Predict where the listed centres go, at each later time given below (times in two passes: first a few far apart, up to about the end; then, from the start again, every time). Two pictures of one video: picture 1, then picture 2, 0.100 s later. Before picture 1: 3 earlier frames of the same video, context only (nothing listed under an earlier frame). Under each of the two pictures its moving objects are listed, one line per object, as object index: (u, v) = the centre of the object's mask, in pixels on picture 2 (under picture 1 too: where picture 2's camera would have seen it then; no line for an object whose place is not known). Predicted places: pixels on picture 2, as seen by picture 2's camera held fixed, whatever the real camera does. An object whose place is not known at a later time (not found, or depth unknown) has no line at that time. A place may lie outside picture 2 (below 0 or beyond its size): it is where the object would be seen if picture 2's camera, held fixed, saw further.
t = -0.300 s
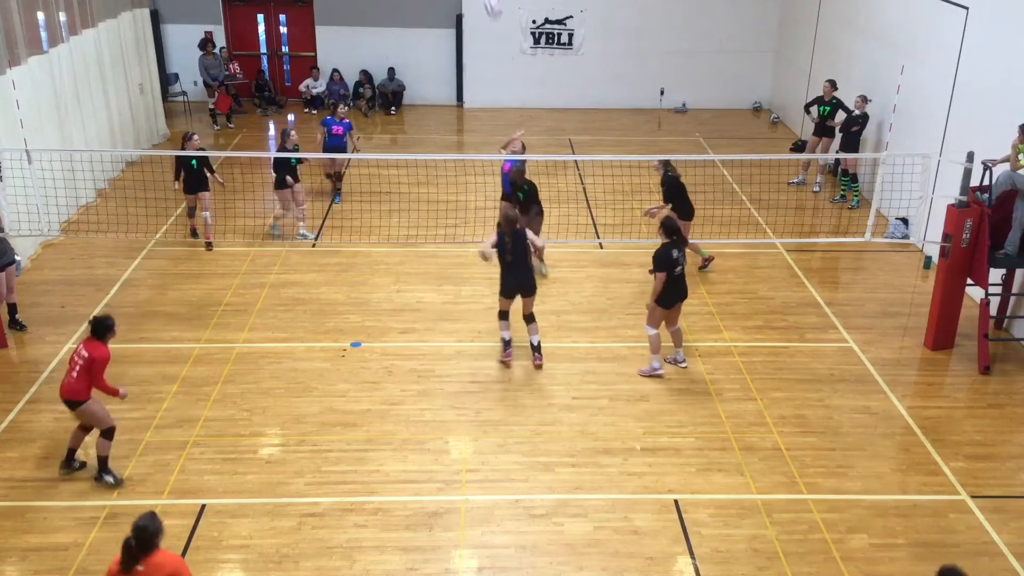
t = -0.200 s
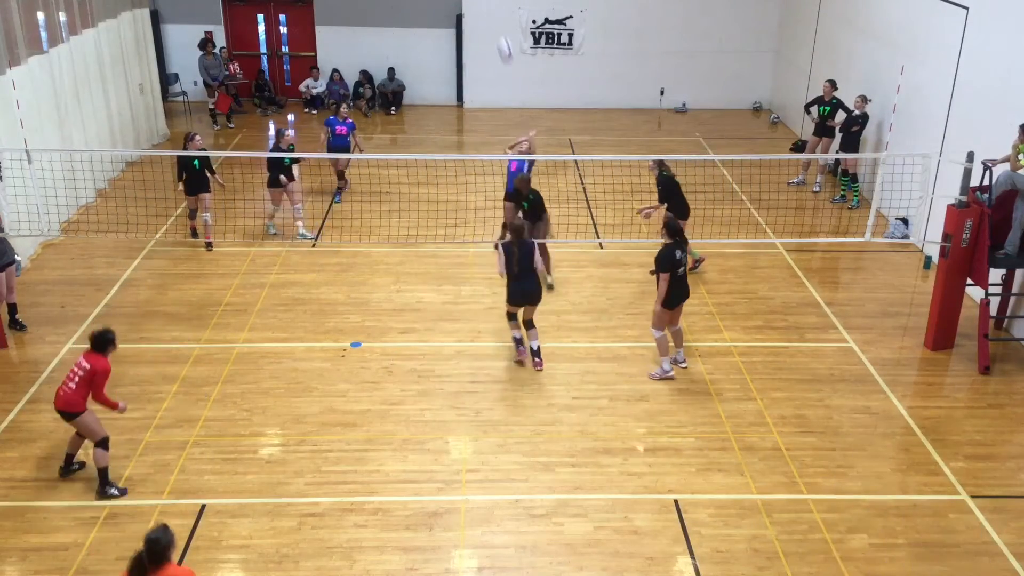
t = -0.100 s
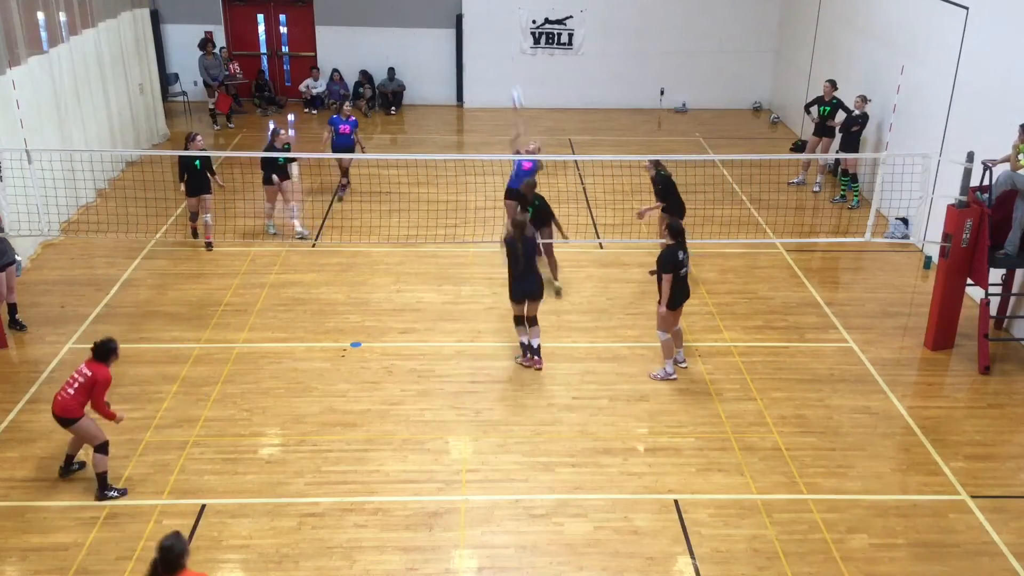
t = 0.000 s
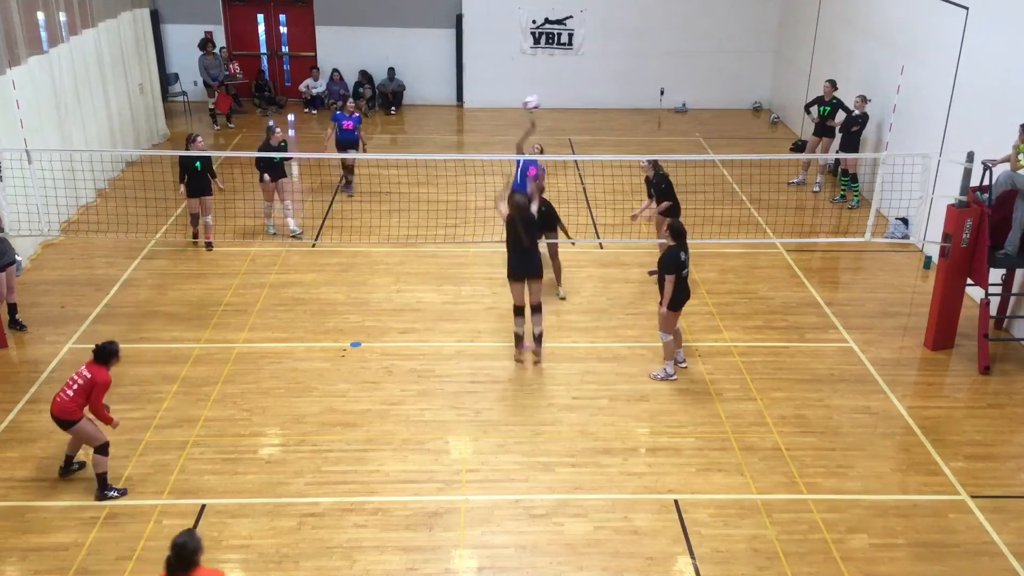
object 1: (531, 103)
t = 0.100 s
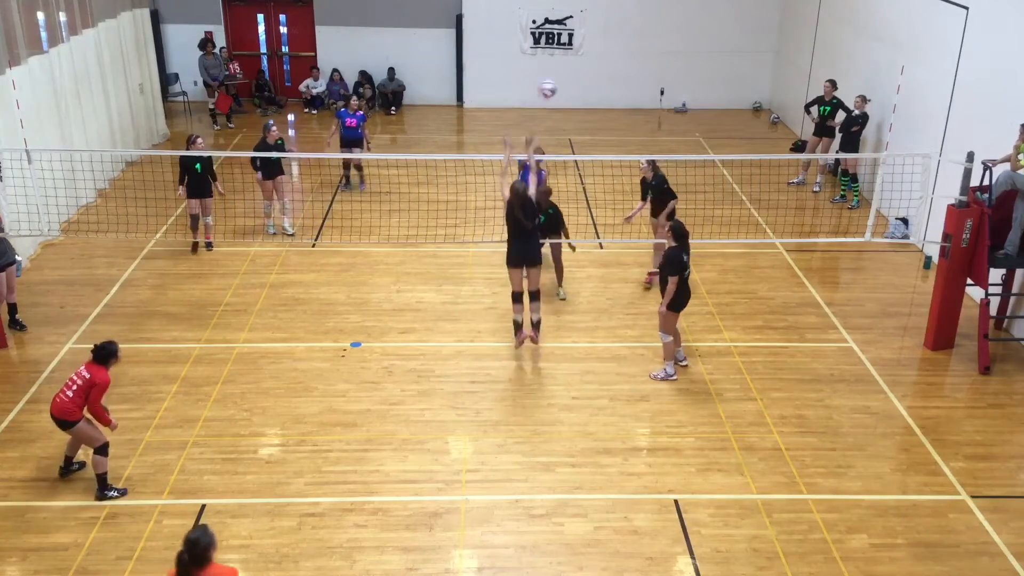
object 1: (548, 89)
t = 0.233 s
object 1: (572, 80)
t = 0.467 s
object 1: (627, 108)
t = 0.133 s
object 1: (554, 85)
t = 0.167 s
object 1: (559, 83)
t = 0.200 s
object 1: (566, 81)
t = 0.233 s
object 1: (572, 80)
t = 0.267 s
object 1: (578, 80)
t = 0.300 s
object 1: (586, 81)
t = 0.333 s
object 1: (594, 85)
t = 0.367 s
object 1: (601, 89)
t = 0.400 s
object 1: (609, 94)
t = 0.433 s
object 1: (618, 101)
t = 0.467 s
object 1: (627, 108)
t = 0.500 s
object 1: (636, 119)
